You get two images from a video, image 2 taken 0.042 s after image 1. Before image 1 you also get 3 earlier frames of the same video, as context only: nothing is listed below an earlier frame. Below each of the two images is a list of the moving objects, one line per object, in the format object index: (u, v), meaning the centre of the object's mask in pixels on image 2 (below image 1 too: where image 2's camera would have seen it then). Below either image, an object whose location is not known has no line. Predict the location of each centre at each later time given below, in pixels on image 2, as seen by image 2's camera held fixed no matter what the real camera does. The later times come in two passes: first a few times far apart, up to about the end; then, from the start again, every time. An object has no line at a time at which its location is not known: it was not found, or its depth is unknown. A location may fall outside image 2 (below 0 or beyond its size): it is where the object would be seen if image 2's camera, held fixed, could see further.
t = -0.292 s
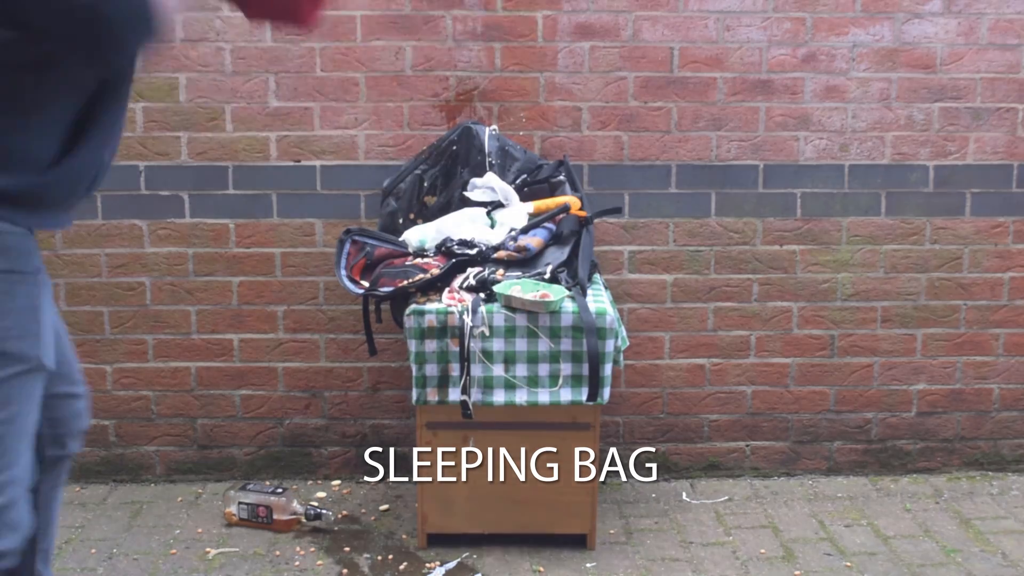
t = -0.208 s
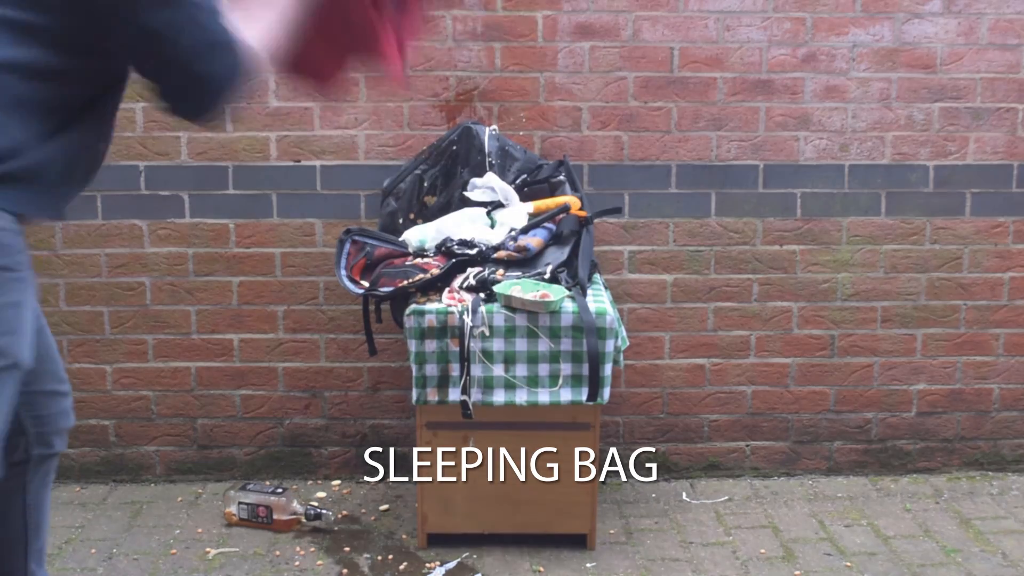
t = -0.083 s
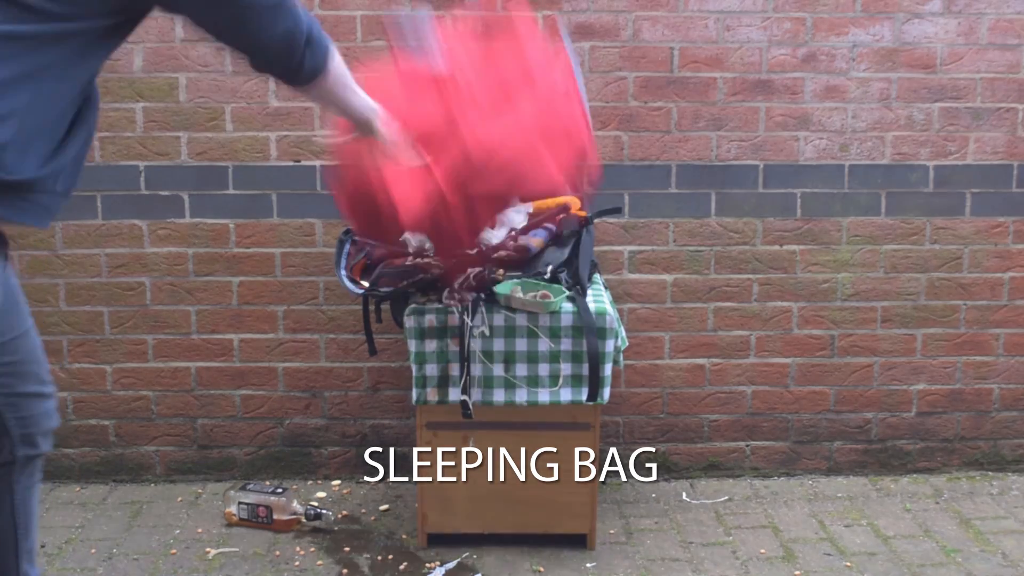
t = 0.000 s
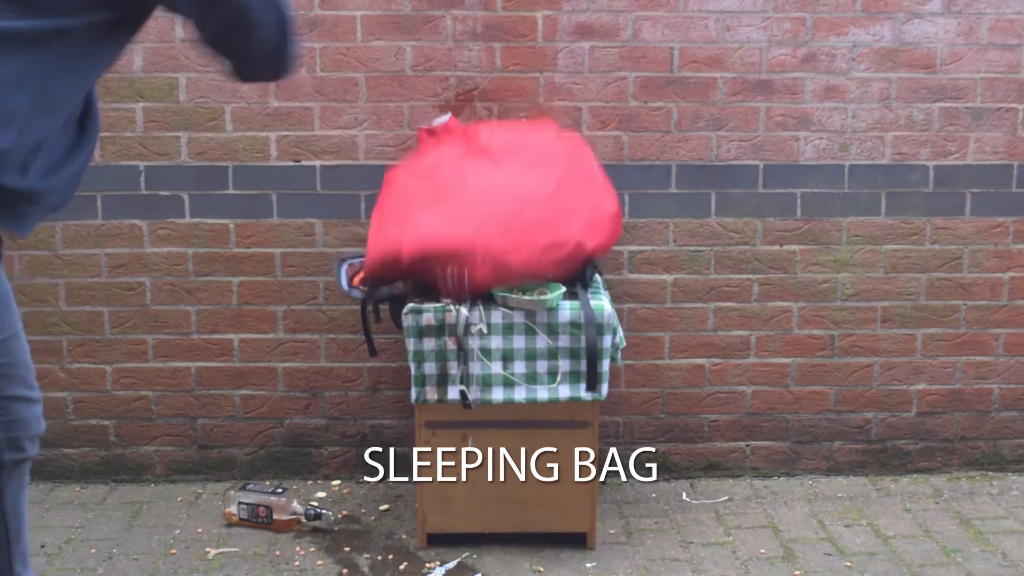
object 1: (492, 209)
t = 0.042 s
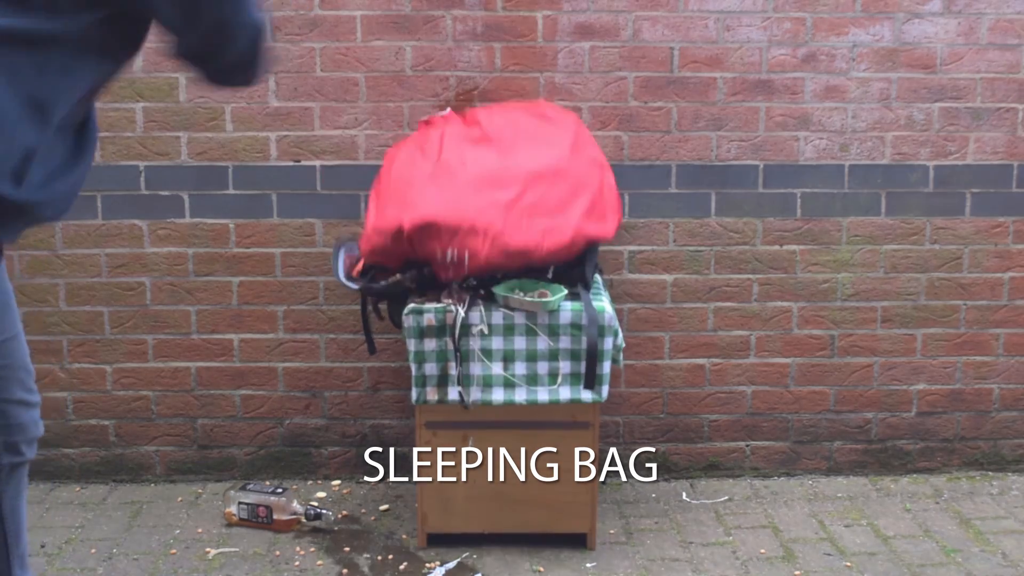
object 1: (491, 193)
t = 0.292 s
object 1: (486, 208)
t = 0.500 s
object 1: (498, 263)
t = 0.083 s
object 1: (489, 184)
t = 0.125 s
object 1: (487, 180)
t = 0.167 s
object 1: (485, 182)
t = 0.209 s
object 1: (485, 190)
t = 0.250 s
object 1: (486, 199)
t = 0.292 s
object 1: (486, 208)
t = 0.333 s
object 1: (485, 213)
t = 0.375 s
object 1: (486, 220)
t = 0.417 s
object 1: (489, 225)
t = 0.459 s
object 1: (494, 242)
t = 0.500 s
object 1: (498, 263)
